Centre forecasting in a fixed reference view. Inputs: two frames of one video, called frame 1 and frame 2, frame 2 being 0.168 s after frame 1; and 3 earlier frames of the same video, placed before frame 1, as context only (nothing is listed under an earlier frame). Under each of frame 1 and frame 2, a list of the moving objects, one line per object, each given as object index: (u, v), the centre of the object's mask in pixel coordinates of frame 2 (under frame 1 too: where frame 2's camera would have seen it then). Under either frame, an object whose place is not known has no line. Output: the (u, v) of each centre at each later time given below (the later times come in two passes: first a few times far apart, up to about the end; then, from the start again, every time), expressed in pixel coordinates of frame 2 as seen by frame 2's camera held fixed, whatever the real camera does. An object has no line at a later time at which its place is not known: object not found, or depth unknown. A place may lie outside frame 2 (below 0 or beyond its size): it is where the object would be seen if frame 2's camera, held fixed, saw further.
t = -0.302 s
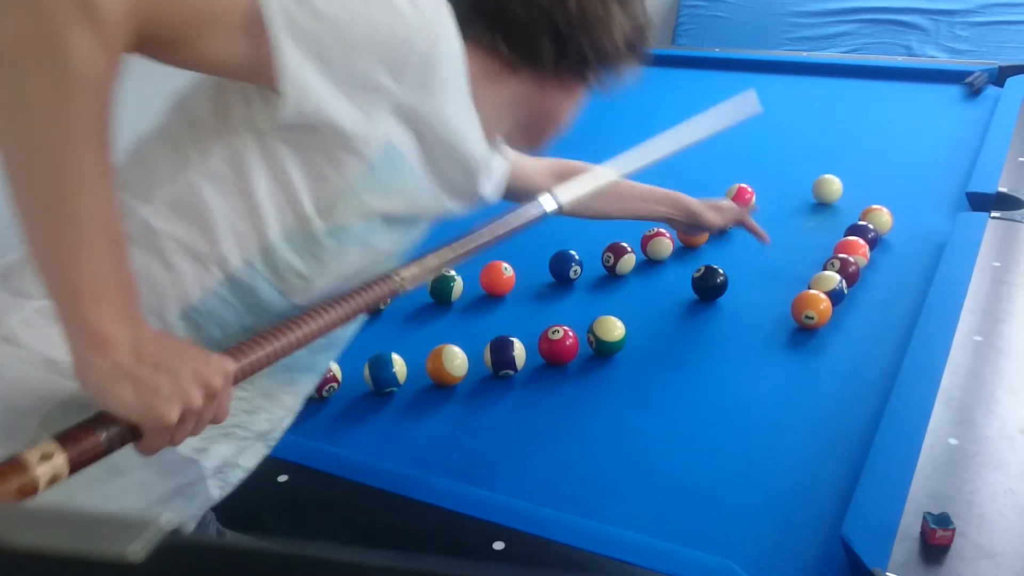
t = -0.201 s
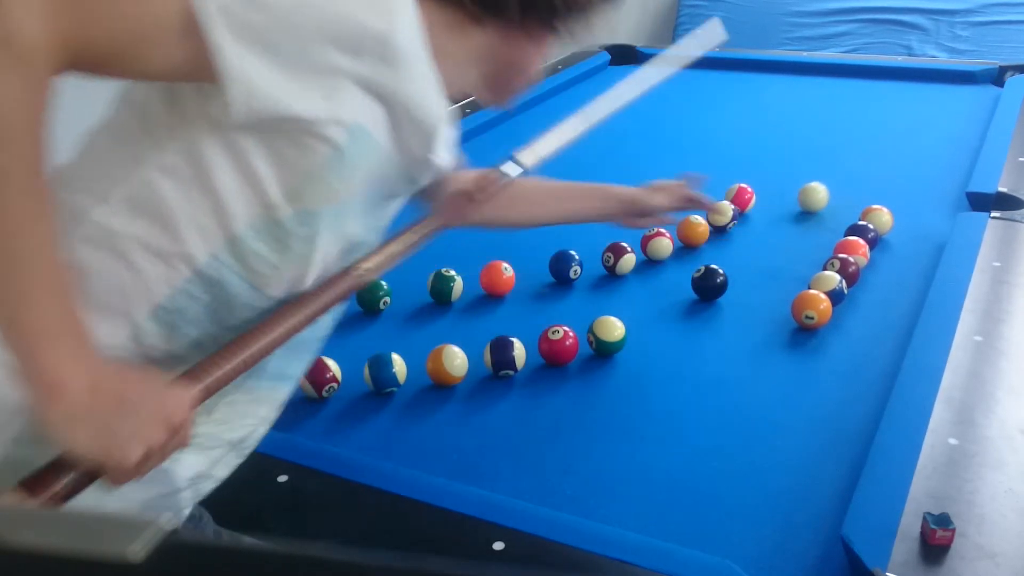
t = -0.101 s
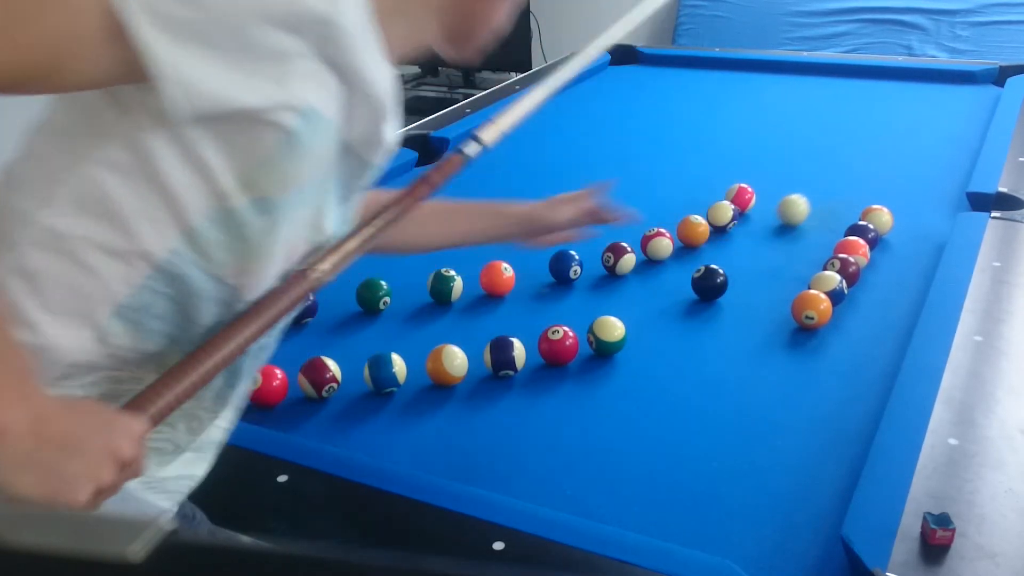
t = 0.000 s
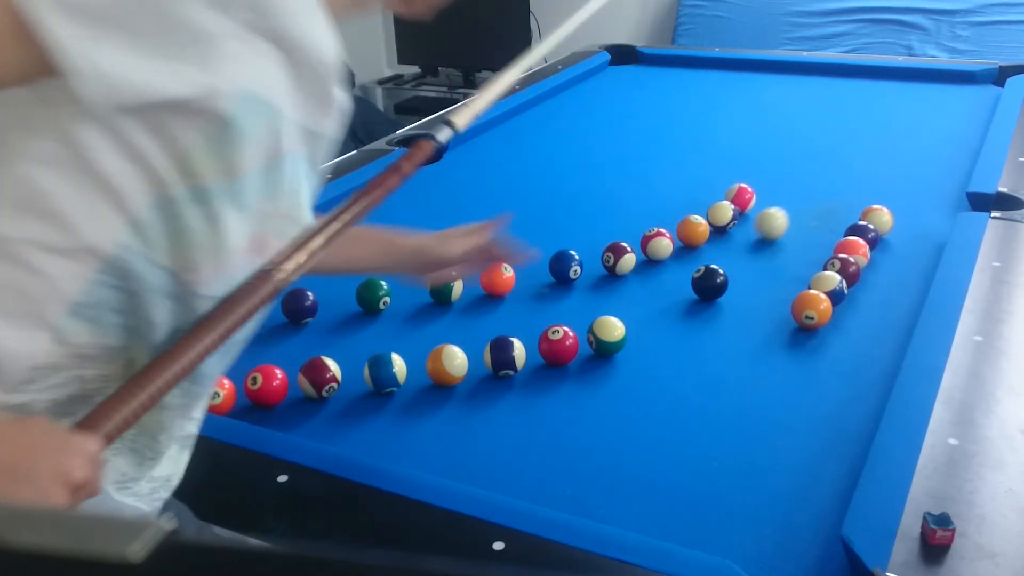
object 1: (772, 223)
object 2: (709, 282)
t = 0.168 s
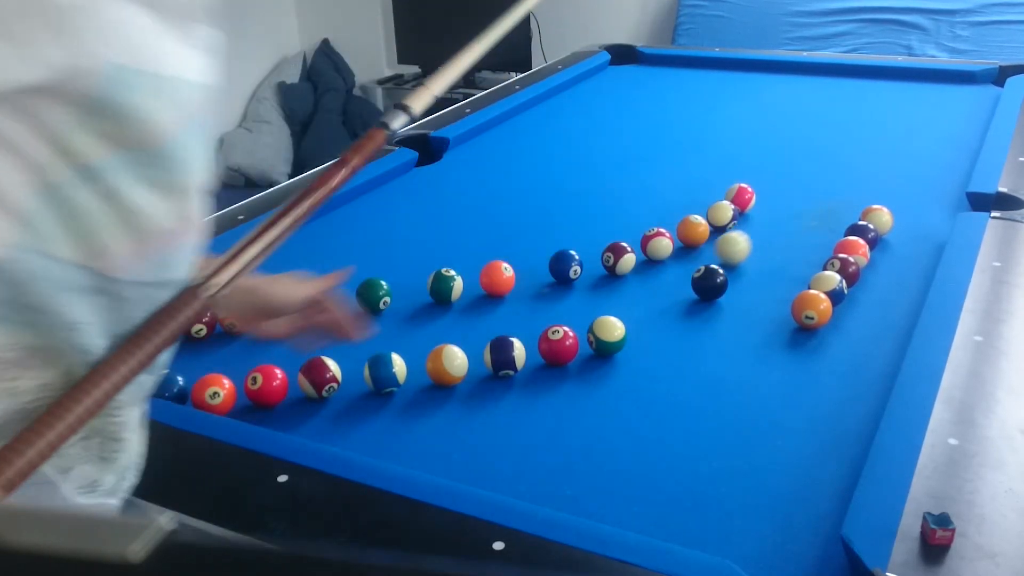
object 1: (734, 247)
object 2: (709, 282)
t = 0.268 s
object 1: (708, 258)
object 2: (710, 282)
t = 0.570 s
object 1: (621, 280)
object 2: (715, 313)
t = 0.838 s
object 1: (544, 292)
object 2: (720, 341)
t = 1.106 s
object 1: (467, 304)
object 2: (726, 372)
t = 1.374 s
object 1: (392, 316)
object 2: (733, 402)
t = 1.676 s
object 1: (309, 329)
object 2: (741, 438)
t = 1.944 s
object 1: (236, 340)
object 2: (748, 472)
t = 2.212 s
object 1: (166, 350)
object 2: (757, 505)
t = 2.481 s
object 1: (98, 360)
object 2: (765, 537)
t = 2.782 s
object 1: (80, 356)
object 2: (774, 561)
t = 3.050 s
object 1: (91, 347)
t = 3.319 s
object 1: (101, 339)
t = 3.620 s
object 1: (107, 334)
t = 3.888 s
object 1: (108, 332)
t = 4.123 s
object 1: (108, 331)
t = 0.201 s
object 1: (726, 251)
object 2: (709, 282)
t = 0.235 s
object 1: (718, 254)
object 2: (709, 282)
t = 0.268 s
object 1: (708, 258)
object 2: (710, 282)
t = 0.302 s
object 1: (697, 263)
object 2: (710, 285)
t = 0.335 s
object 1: (688, 267)
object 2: (711, 289)
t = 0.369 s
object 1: (680, 270)
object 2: (712, 292)
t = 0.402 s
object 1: (670, 271)
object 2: (712, 296)
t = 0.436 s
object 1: (660, 273)
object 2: (713, 299)
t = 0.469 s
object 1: (651, 275)
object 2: (713, 303)
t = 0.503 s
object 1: (642, 277)
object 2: (714, 306)
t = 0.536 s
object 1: (631, 278)
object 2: (715, 309)
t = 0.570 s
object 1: (621, 280)
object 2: (715, 313)
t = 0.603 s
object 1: (612, 281)
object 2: (716, 316)
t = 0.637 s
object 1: (602, 283)
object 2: (716, 320)
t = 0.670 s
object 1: (593, 285)
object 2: (717, 323)
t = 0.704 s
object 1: (582, 286)
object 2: (718, 327)
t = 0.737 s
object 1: (573, 287)
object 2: (718, 331)
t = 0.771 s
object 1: (563, 289)
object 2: (719, 334)
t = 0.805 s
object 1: (554, 291)
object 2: (720, 338)
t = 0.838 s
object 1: (544, 292)
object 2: (720, 341)
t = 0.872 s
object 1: (535, 294)
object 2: (721, 345)
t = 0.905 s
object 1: (526, 295)
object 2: (722, 349)
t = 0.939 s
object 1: (515, 297)
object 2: (722, 353)
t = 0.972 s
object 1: (505, 299)
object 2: (723, 356)
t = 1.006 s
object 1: (496, 300)
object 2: (724, 360)
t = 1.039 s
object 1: (487, 301)
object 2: (725, 364)
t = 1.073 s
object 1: (477, 303)
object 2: (725, 367)
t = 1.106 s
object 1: (467, 304)
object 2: (726, 372)
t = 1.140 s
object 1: (457, 306)
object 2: (727, 375)
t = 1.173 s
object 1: (448, 307)
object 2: (728, 379)
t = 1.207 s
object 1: (439, 309)
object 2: (728, 383)
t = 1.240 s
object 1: (430, 310)
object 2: (729, 387)
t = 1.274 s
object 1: (420, 312)
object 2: (730, 391)
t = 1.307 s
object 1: (411, 313)
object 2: (731, 395)
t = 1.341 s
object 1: (402, 315)
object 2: (732, 399)
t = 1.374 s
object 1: (392, 316)
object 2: (733, 402)
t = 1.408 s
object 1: (383, 317)
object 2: (733, 407)
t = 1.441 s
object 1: (373, 319)
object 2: (734, 411)
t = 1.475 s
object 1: (364, 320)
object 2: (735, 415)
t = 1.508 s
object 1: (355, 322)
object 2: (736, 419)
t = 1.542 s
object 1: (345, 323)
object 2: (737, 423)
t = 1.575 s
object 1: (336, 325)
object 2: (738, 427)
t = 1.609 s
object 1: (327, 326)
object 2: (739, 431)
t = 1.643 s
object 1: (317, 328)
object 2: (740, 435)
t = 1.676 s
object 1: (309, 329)
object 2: (741, 438)
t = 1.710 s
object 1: (300, 330)
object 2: (742, 443)
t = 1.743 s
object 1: (290, 332)
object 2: (743, 447)
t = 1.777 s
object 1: (281, 333)
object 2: (744, 451)
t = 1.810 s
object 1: (273, 335)
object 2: (744, 455)
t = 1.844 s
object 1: (263, 336)
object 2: (745, 459)
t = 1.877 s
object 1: (254, 337)
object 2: (746, 463)
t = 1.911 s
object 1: (245, 339)
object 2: (747, 468)
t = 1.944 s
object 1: (236, 340)
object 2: (748, 472)
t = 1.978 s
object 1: (227, 341)
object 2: (749, 476)
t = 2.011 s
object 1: (218, 343)
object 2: (750, 480)
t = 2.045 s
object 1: (209, 343)
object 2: (751, 484)
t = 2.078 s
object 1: (201, 345)
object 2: (752, 488)
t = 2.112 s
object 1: (193, 346)
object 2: (753, 492)
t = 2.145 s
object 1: (183, 348)
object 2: (754, 496)
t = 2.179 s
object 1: (174, 349)
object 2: (756, 501)
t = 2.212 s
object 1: (166, 350)
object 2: (757, 505)
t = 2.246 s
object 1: (157, 352)
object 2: (758, 509)
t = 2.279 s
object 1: (149, 353)
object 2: (759, 513)
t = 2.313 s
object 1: (140, 354)
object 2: (760, 517)
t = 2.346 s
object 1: (132, 355)
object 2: (761, 521)
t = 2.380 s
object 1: (123, 356)
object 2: (762, 525)
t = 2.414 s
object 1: (115, 357)
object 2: (763, 530)
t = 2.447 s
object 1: (107, 359)
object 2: (764, 533)
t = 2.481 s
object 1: (98, 360)
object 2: (765, 537)
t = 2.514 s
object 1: (90, 360)
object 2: (766, 541)
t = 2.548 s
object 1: (82, 360)
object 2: (768, 544)
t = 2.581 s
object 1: (75, 360)
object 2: (769, 548)
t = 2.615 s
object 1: (72, 360)
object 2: (769, 551)
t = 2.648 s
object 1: (74, 359)
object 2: (770, 553)
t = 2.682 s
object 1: (75, 359)
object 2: (771, 555)
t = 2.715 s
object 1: (77, 358)
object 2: (772, 557)
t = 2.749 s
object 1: (78, 357)
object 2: (773, 559)
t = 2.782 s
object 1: (80, 356)
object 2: (774, 561)
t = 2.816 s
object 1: (81, 355)
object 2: (775, 563)
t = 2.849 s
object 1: (82, 355)
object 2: (775, 564)
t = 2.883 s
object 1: (84, 353)
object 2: (776, 566)
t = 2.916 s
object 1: (85, 352)
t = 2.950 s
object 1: (86, 351)
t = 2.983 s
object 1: (88, 350)
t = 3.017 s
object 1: (89, 348)
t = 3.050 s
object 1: (91, 347)
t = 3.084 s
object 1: (92, 346)
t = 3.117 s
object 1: (94, 345)
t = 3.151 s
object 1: (95, 344)
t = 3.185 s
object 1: (96, 343)
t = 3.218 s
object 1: (98, 342)
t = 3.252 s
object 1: (99, 341)
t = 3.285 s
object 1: (100, 340)
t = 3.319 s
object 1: (101, 339)
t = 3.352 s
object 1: (102, 339)
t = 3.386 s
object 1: (104, 338)
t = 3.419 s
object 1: (105, 337)
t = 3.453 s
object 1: (106, 336)
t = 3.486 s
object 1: (107, 335)
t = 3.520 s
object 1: (107, 335)
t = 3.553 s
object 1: (107, 334)
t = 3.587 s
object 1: (107, 334)
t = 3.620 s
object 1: (107, 334)
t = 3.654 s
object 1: (107, 333)
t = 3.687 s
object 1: (108, 333)
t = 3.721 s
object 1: (108, 333)
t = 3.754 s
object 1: (108, 333)
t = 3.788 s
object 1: (108, 332)
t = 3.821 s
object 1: (108, 332)
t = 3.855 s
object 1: (108, 332)
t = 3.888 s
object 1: (108, 332)
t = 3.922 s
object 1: (108, 331)
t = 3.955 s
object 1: (108, 331)
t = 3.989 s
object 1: (108, 331)
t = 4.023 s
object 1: (108, 331)
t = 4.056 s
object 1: (108, 331)
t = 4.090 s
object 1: (108, 331)
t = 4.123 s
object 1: (108, 331)
